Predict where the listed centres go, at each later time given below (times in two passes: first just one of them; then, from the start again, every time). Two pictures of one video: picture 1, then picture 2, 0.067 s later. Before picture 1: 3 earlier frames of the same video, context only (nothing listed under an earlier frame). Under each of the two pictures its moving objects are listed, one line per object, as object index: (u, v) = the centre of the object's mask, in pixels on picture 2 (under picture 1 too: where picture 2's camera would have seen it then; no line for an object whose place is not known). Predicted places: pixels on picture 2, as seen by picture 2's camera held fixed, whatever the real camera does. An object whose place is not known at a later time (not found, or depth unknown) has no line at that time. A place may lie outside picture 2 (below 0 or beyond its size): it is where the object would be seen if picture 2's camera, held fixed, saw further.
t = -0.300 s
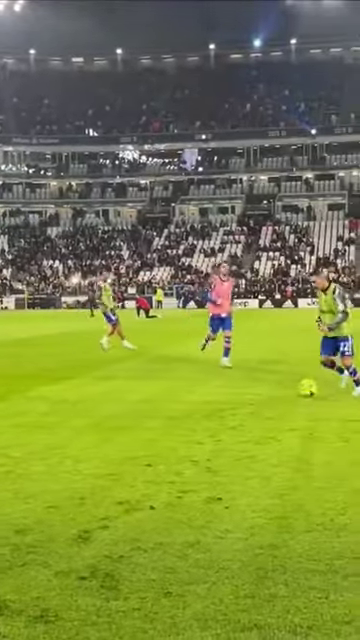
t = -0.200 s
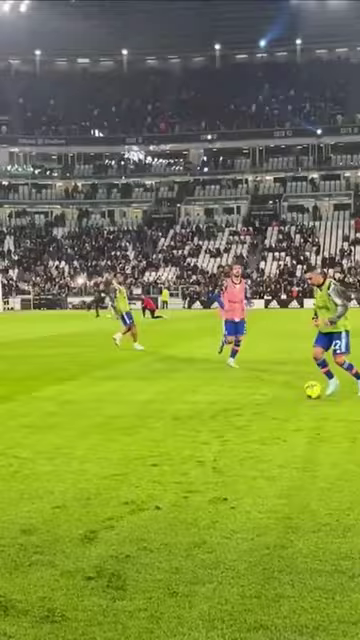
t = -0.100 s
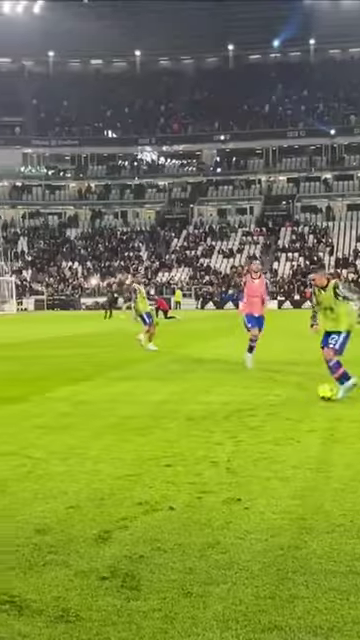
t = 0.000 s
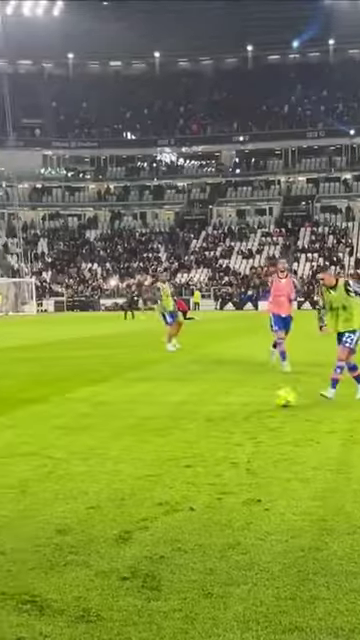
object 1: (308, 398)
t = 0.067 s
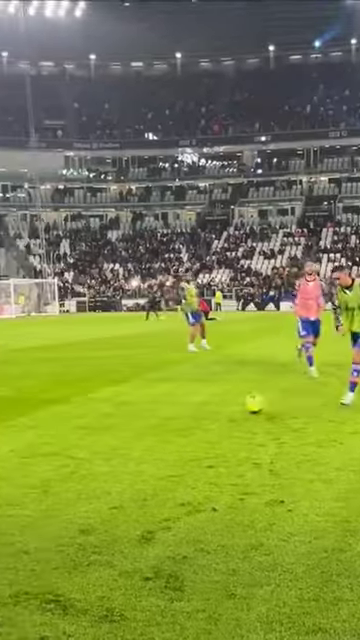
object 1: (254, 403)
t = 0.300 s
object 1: (61, 421)
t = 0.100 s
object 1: (226, 407)
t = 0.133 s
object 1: (200, 409)
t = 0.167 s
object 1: (173, 411)
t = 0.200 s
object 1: (145, 412)
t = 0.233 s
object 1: (118, 416)
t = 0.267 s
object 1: (89, 418)
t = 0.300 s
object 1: (61, 421)
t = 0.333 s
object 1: (33, 422)
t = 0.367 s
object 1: (5, 425)
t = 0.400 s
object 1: (-25, 428)
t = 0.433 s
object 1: (-54, 432)
